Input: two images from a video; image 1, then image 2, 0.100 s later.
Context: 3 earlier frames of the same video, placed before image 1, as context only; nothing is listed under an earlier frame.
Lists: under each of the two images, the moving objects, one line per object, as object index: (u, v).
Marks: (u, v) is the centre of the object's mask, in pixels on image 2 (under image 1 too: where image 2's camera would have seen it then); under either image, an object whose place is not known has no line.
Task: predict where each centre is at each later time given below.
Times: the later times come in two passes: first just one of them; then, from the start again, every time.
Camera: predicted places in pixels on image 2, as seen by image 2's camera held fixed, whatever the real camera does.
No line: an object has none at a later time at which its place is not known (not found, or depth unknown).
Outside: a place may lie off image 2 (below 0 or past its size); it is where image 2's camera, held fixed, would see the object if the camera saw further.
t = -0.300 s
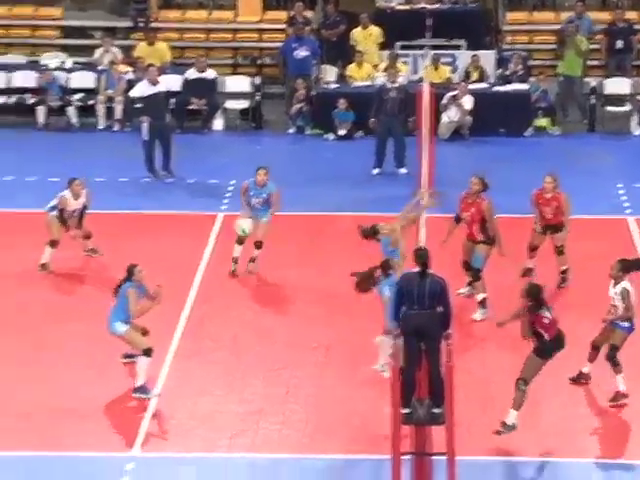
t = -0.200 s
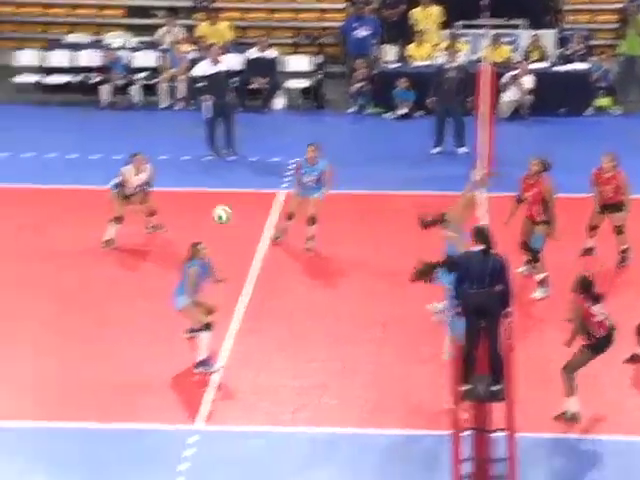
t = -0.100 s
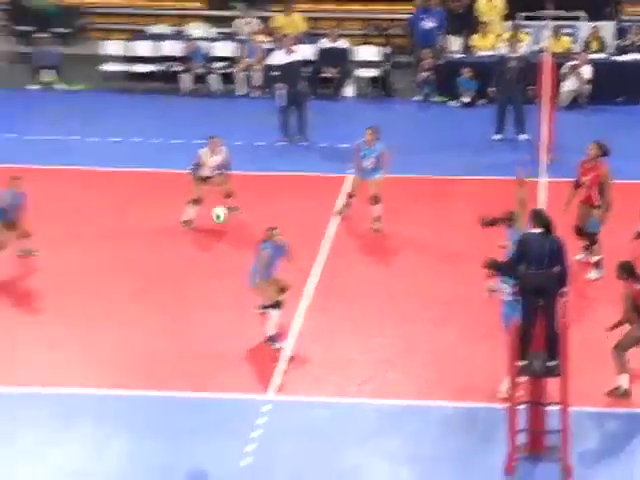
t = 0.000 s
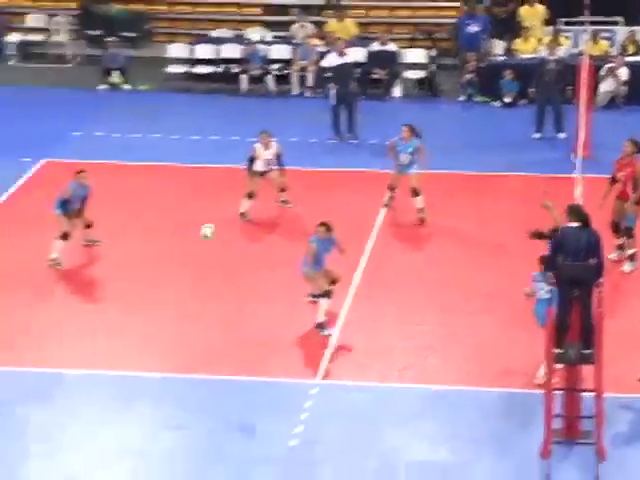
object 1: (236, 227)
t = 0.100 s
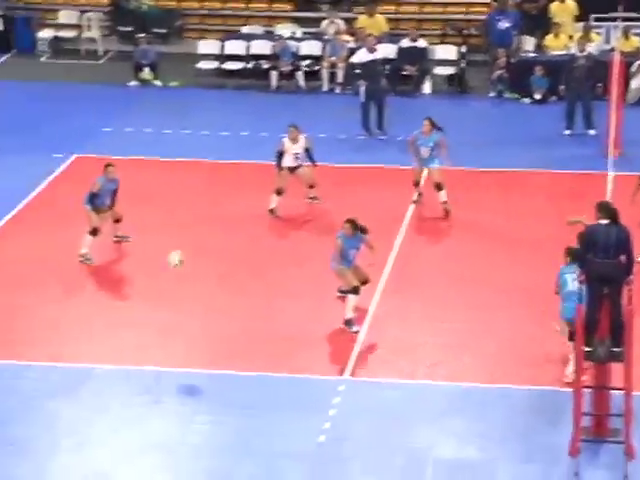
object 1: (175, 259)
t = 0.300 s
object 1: (64, 313)
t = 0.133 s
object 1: (155, 270)
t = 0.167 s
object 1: (137, 283)
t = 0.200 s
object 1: (118, 296)
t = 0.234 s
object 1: (102, 312)
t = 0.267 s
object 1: (84, 325)
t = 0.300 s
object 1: (64, 313)
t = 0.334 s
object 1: (45, 301)
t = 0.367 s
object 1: (25, 289)
